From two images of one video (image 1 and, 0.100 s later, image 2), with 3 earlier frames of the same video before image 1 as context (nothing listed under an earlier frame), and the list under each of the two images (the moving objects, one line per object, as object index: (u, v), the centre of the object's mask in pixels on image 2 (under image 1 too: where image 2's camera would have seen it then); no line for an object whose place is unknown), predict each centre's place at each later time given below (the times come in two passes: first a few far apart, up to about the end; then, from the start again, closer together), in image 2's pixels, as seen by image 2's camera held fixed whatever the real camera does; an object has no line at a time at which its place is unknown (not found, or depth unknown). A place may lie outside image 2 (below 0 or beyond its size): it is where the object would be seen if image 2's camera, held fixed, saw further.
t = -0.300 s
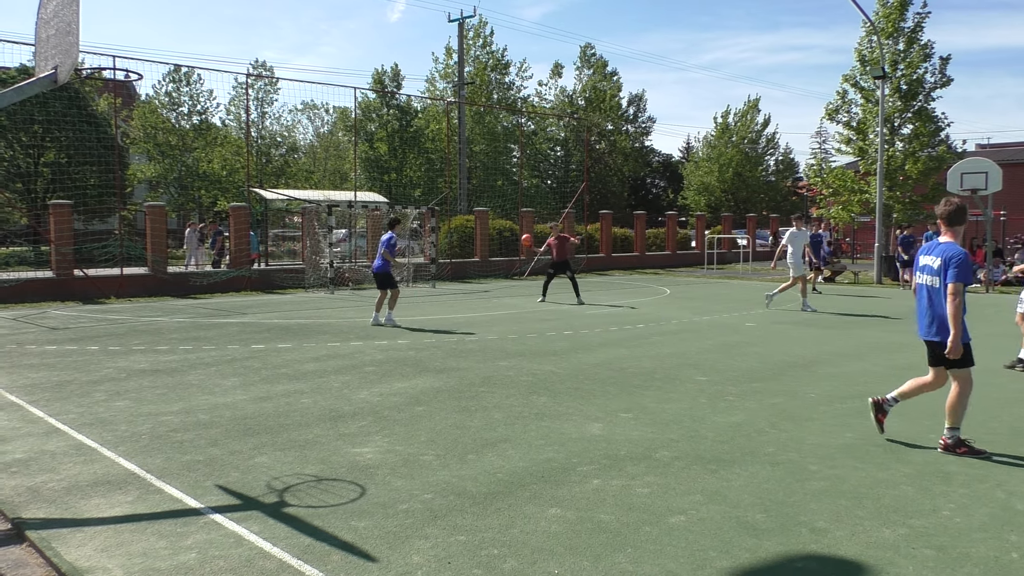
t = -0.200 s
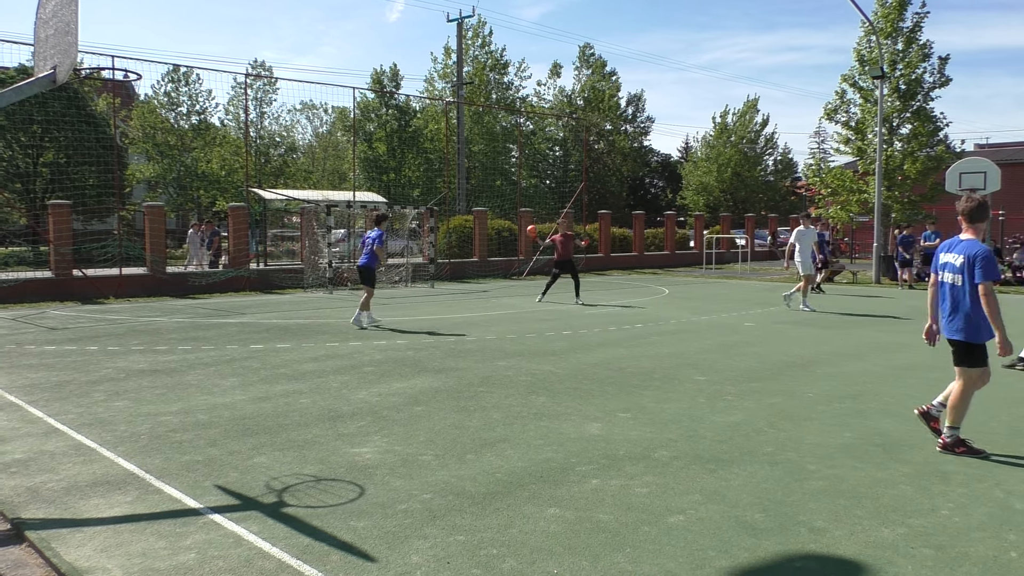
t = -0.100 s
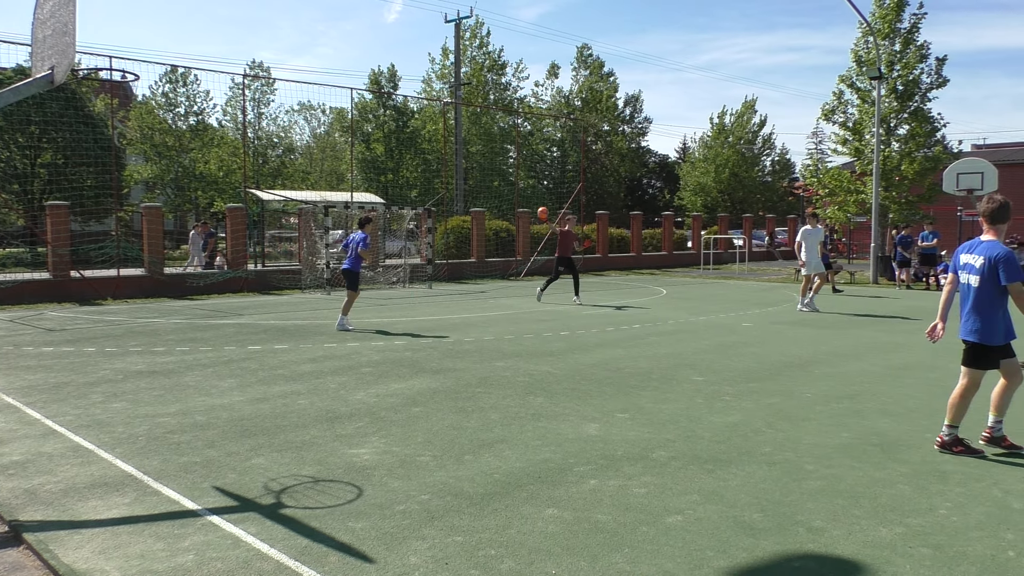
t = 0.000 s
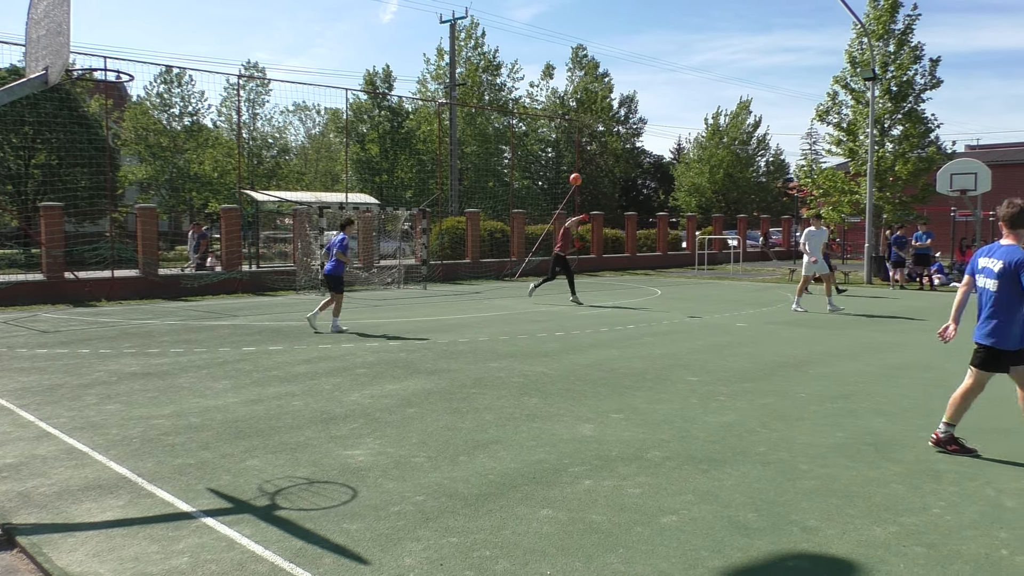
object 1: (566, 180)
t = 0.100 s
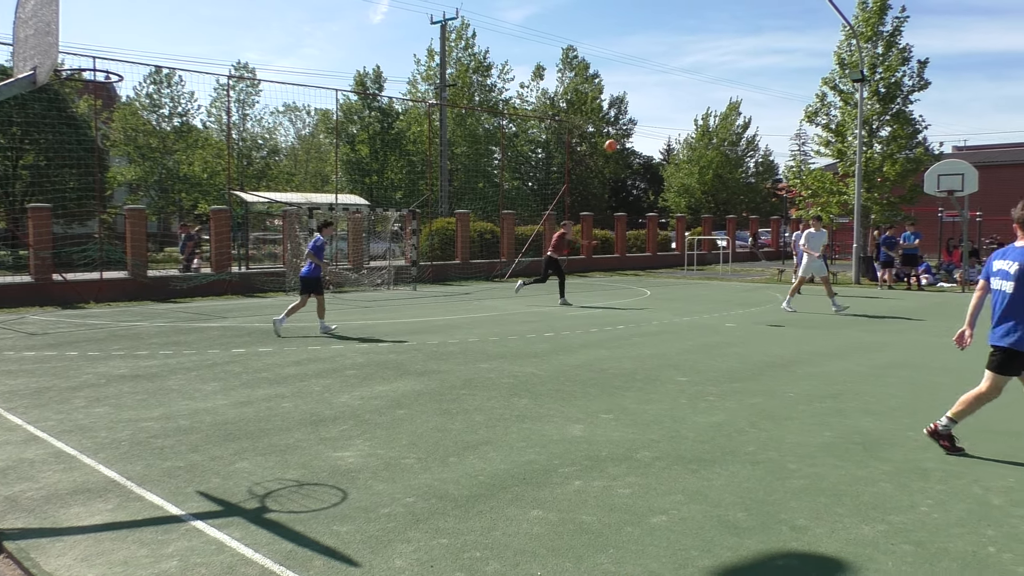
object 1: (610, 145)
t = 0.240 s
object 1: (681, 100)
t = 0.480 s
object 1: (830, 28)
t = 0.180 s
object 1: (650, 119)
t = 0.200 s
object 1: (660, 113)
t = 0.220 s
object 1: (671, 106)
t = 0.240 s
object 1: (681, 100)
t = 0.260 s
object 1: (693, 93)
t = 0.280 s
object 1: (704, 87)
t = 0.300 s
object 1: (715, 81)
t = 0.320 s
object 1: (727, 75)
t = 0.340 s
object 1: (739, 69)
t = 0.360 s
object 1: (751, 63)
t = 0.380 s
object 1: (763, 57)
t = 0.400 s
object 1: (776, 51)
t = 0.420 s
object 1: (789, 45)
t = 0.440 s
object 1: (802, 39)
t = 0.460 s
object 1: (816, 34)
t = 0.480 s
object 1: (830, 28)
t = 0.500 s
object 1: (843, 23)
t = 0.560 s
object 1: (888, 7)
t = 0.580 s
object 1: (904, 3)
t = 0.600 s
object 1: (920, -2)
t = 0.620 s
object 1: (937, -7)
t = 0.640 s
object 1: (954, -11)
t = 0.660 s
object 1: (972, -16)
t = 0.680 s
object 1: (990, -20)
